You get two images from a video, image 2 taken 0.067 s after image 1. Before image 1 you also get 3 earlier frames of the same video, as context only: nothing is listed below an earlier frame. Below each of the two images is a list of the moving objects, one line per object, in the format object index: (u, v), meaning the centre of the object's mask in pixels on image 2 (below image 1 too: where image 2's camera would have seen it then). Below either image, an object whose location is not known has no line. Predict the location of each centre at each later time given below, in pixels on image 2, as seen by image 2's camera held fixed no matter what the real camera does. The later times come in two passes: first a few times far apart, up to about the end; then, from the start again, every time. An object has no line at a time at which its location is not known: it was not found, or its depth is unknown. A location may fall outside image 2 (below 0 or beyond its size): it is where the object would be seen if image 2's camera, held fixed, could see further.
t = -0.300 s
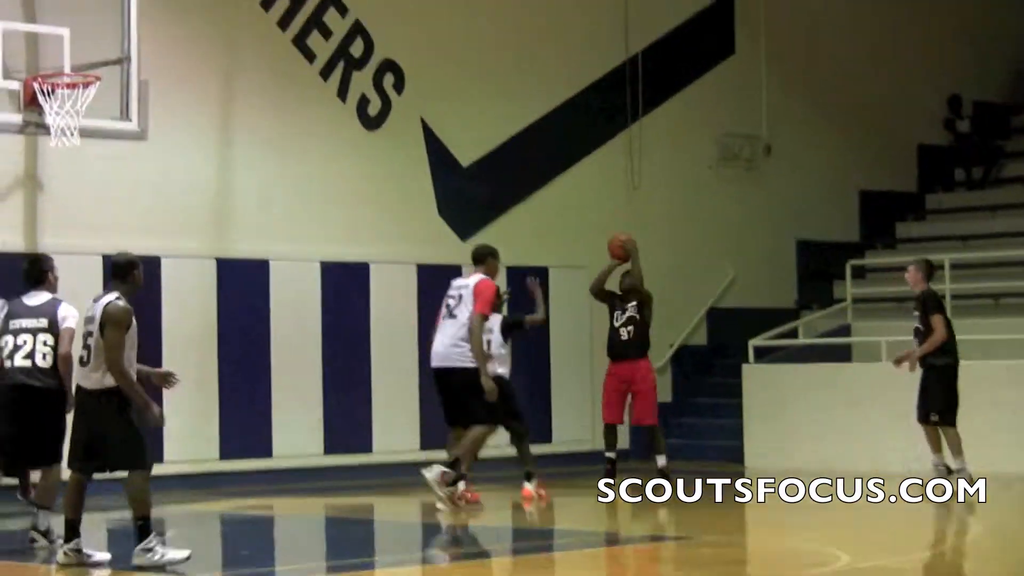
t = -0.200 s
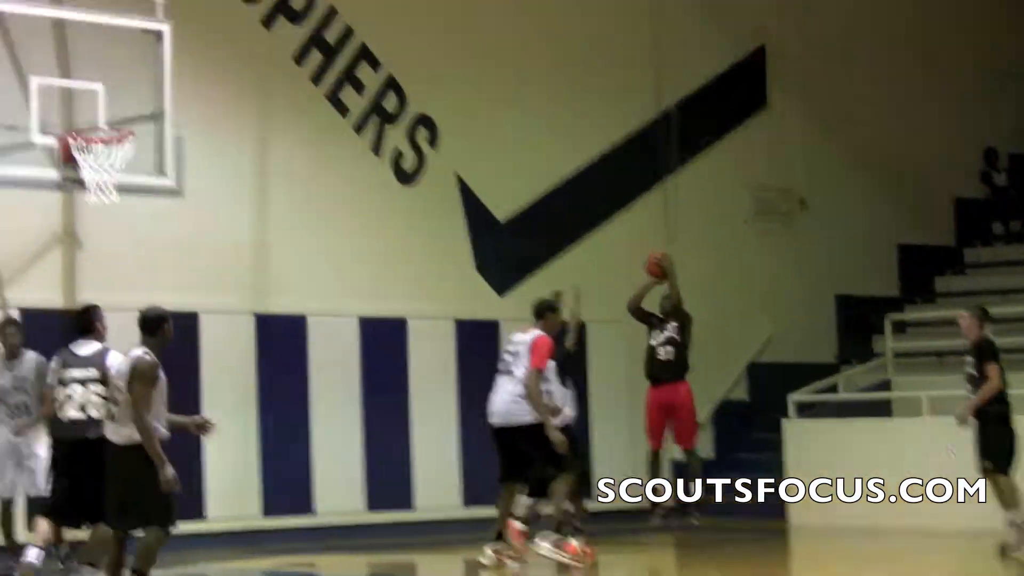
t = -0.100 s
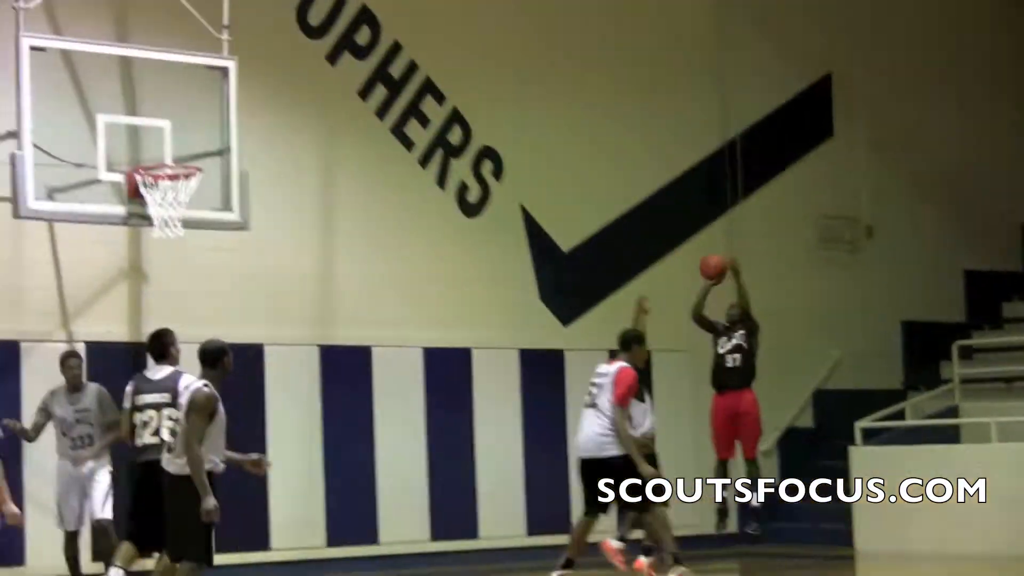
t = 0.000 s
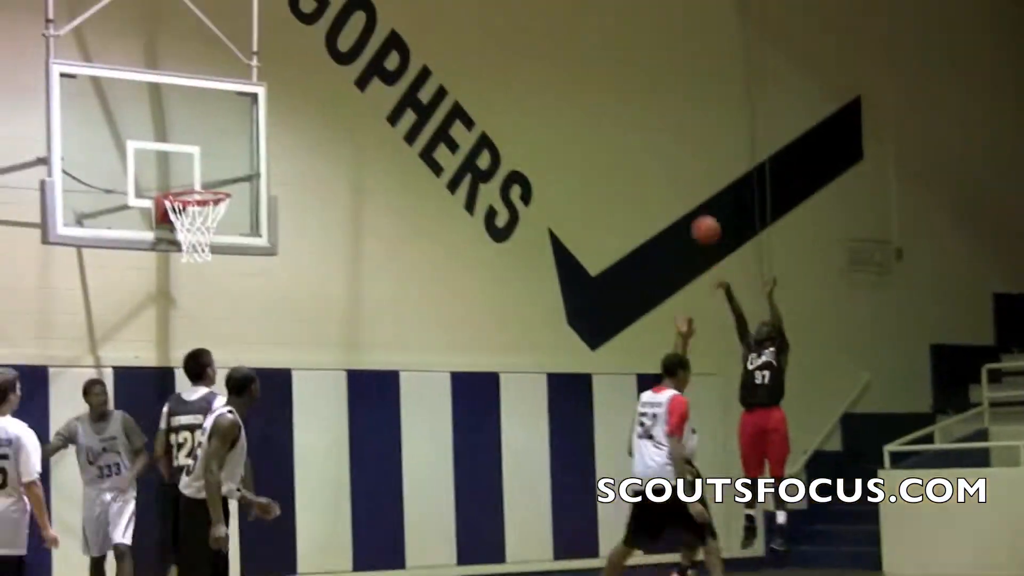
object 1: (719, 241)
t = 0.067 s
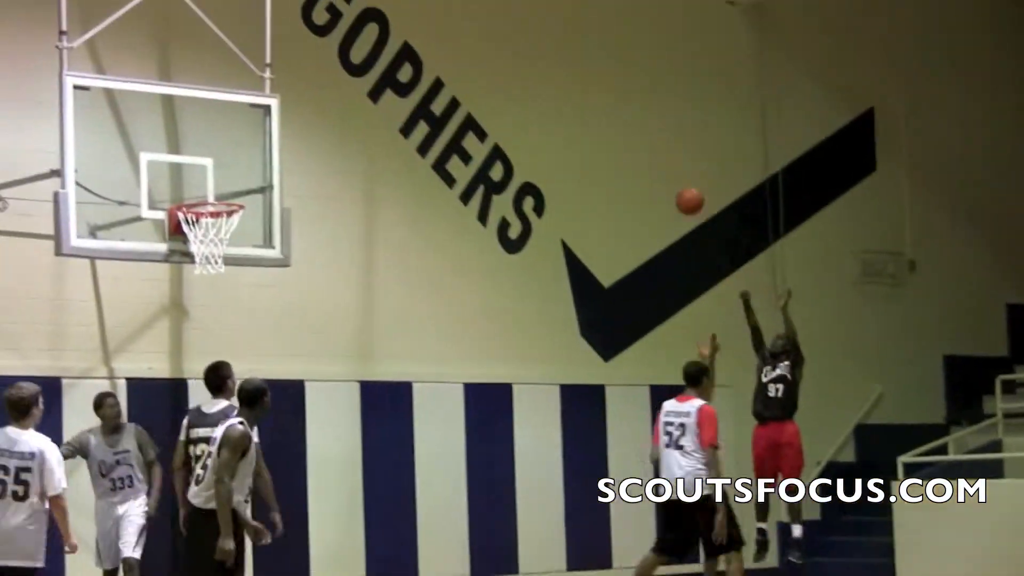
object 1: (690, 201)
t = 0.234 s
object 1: (615, 124)
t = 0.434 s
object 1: (524, 67)
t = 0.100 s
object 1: (675, 183)
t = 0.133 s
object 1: (661, 166)
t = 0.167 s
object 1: (646, 151)
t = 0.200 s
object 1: (631, 136)
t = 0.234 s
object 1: (615, 124)
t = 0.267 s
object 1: (599, 112)
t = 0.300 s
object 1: (585, 101)
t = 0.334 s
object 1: (569, 91)
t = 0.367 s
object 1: (554, 82)
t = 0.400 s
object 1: (539, 74)
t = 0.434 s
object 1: (524, 67)
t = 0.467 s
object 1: (509, 61)
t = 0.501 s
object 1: (494, 56)
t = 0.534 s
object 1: (478, 54)
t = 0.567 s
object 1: (462, 53)
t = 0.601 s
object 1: (445, 54)
